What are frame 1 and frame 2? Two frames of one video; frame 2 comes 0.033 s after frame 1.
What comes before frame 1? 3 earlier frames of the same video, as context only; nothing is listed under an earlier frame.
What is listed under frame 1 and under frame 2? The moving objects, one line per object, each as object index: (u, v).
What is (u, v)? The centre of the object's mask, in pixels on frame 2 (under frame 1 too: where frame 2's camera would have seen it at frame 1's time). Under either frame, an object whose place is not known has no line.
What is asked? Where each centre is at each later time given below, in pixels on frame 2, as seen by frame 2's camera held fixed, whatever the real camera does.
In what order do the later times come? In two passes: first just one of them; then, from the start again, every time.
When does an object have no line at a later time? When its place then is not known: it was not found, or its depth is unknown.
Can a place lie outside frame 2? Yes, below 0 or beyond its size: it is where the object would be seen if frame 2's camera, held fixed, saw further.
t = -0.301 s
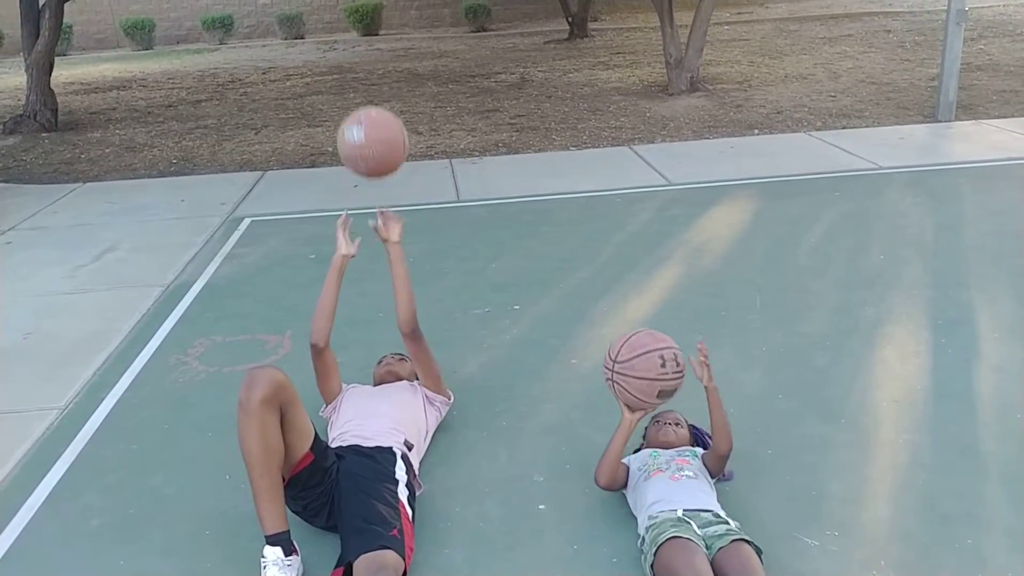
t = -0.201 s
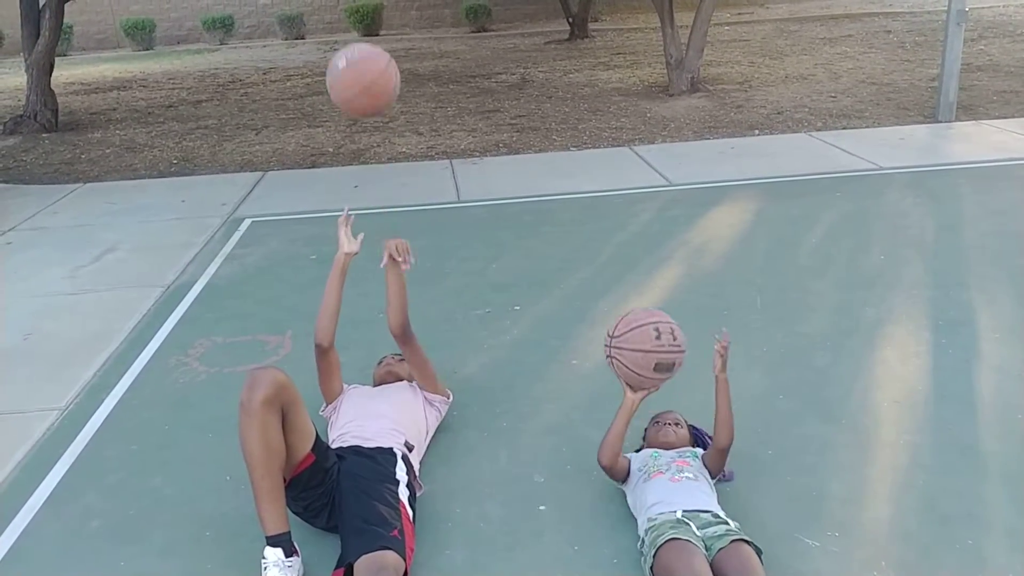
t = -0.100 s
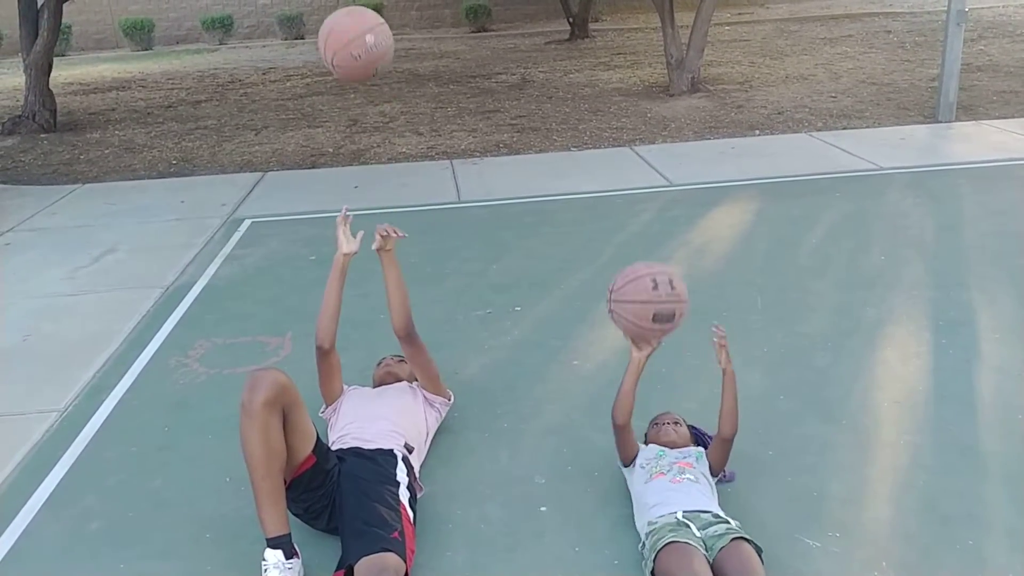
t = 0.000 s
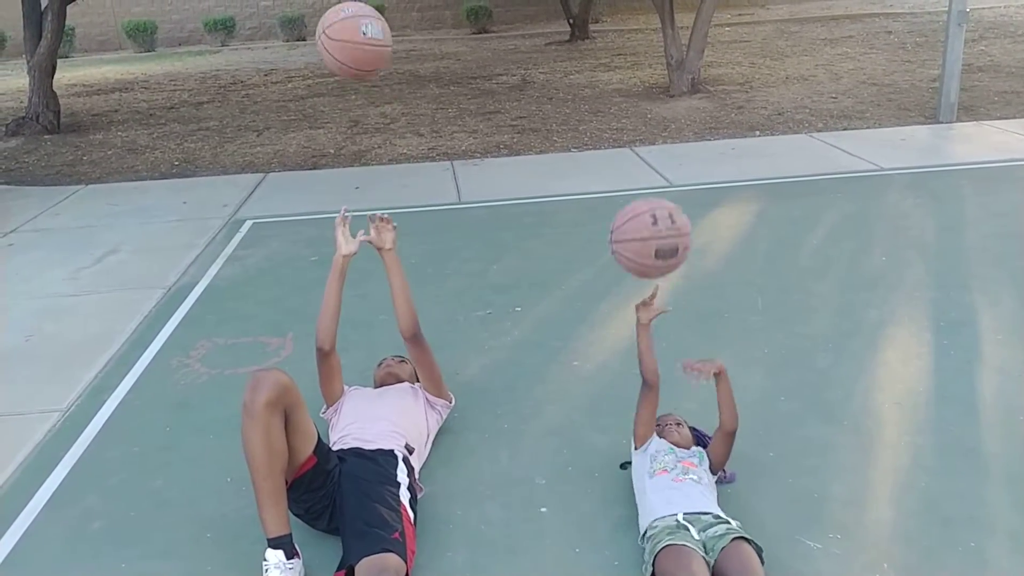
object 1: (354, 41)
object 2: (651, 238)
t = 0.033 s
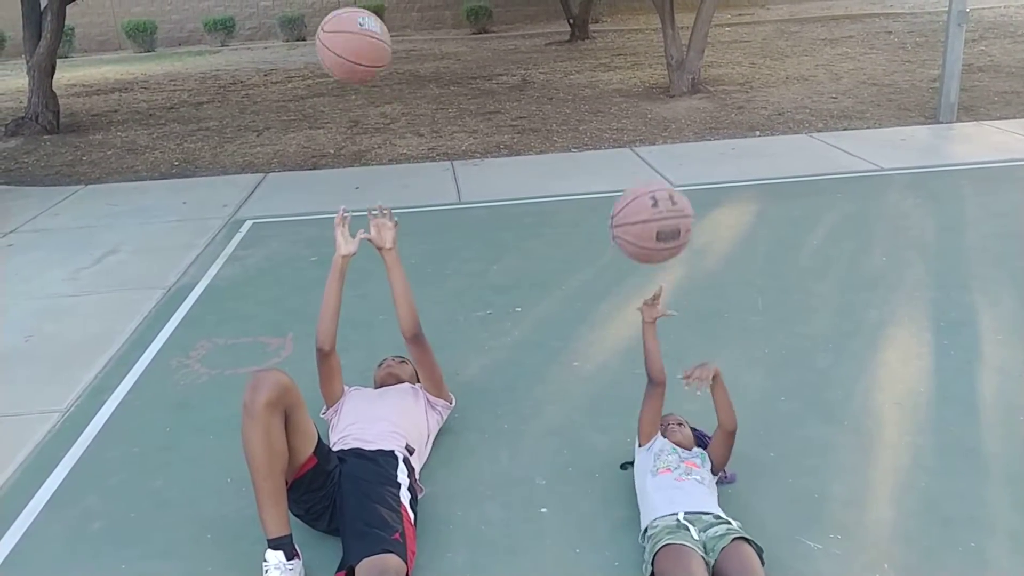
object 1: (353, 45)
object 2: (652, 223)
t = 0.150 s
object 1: (354, 89)
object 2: (655, 196)
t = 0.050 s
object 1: (353, 48)
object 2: (652, 217)
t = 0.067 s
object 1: (353, 53)
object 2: (653, 211)
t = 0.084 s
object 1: (353, 59)
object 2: (653, 206)
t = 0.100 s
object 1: (353, 65)
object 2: (653, 202)
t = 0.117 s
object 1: (353, 73)
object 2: (654, 200)
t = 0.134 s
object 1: (354, 81)
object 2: (655, 197)
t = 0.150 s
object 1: (354, 89)
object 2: (655, 196)
